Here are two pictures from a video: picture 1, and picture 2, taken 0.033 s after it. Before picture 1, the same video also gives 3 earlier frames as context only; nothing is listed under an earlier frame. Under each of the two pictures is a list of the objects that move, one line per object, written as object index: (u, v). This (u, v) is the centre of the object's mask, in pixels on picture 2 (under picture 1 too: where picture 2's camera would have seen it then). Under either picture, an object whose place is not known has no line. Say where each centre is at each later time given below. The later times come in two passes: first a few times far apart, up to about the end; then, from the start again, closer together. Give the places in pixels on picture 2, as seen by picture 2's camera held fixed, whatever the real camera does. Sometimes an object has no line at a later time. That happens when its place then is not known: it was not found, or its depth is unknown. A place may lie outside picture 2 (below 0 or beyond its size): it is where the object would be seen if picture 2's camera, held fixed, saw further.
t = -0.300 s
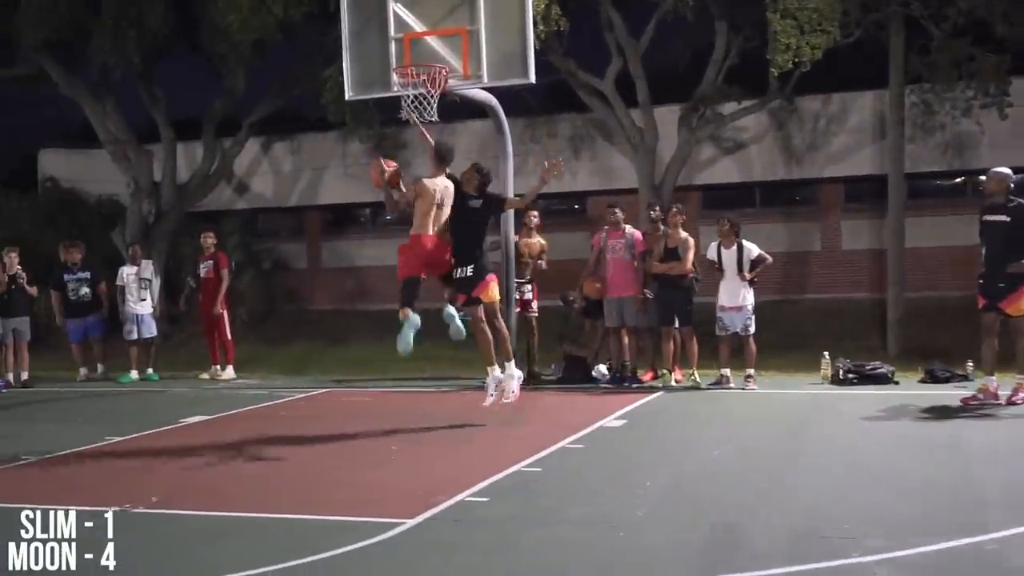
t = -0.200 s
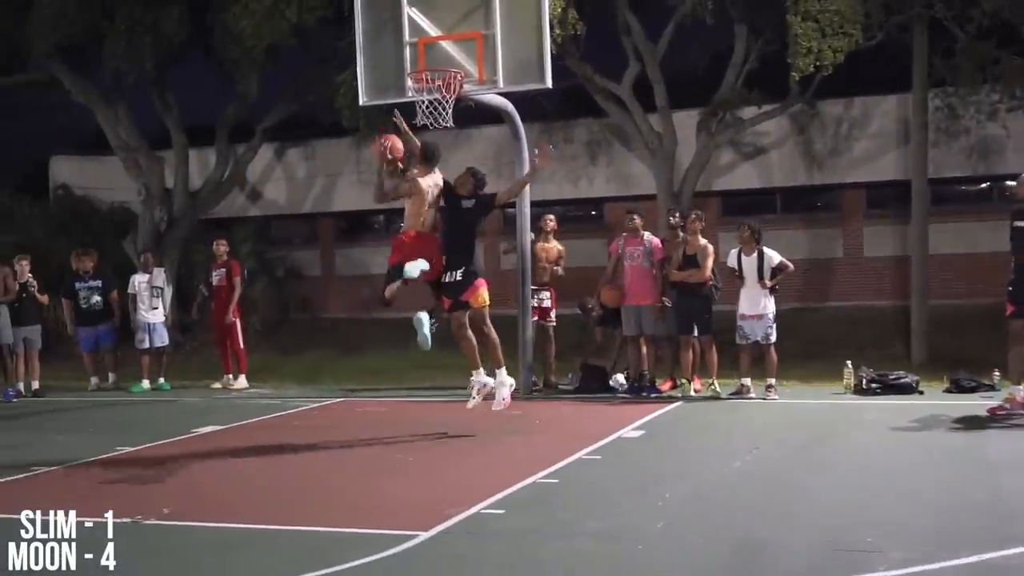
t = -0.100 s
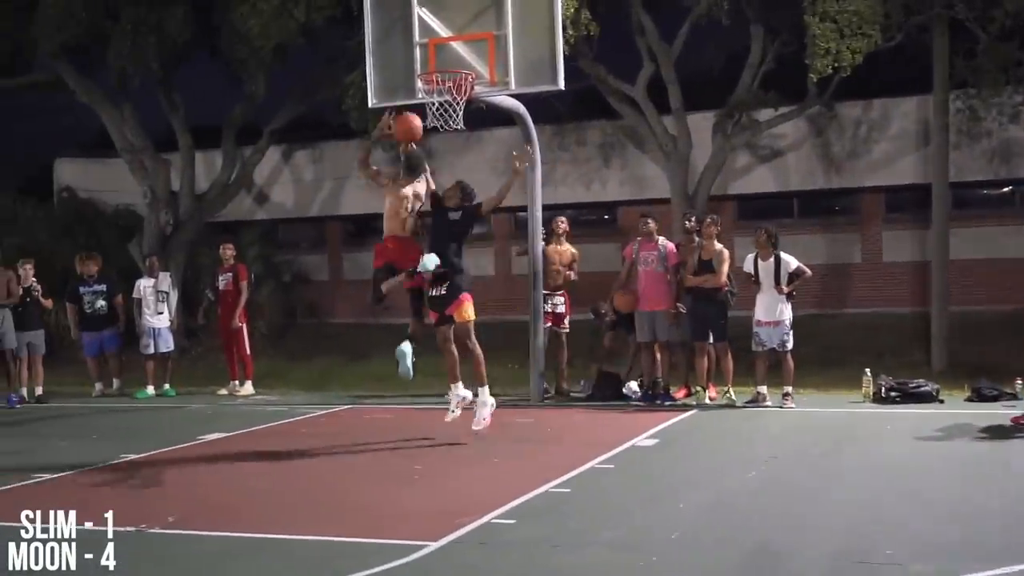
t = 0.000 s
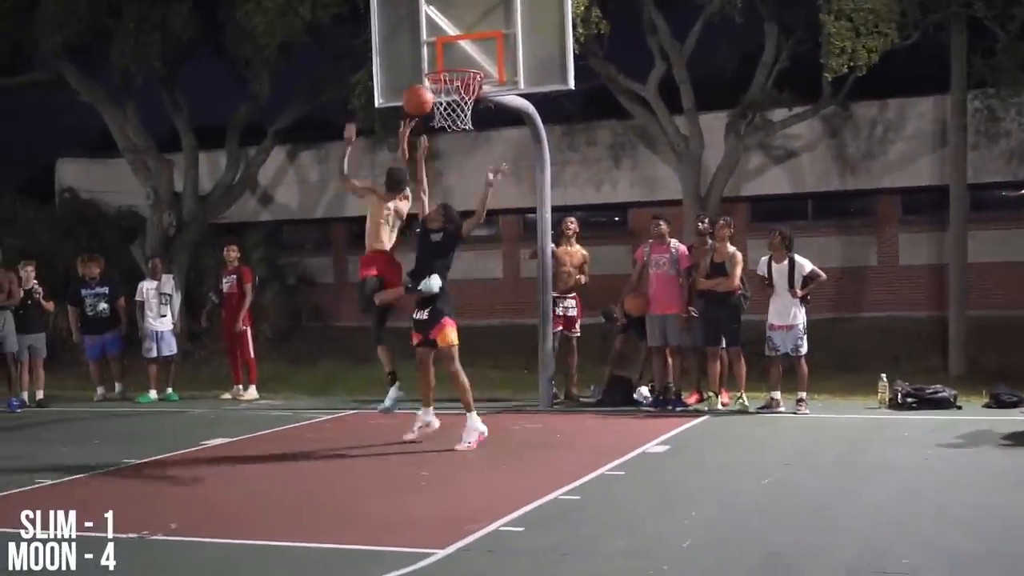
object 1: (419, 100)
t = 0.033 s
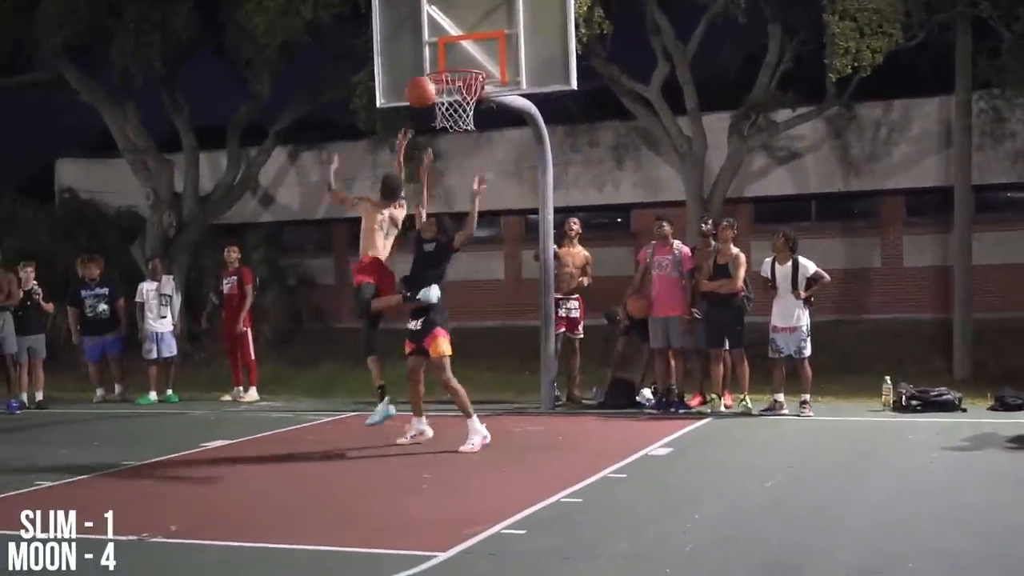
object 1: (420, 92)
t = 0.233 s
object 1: (428, 74)
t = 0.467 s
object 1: (382, 115)
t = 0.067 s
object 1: (422, 85)
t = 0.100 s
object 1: (424, 81)
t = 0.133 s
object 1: (425, 76)
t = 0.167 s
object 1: (426, 74)
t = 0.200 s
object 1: (427, 73)
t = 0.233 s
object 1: (428, 74)
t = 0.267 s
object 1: (425, 75)
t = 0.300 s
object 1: (418, 78)
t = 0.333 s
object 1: (410, 82)
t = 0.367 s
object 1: (403, 87)
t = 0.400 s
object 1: (397, 95)
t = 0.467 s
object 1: (382, 115)
